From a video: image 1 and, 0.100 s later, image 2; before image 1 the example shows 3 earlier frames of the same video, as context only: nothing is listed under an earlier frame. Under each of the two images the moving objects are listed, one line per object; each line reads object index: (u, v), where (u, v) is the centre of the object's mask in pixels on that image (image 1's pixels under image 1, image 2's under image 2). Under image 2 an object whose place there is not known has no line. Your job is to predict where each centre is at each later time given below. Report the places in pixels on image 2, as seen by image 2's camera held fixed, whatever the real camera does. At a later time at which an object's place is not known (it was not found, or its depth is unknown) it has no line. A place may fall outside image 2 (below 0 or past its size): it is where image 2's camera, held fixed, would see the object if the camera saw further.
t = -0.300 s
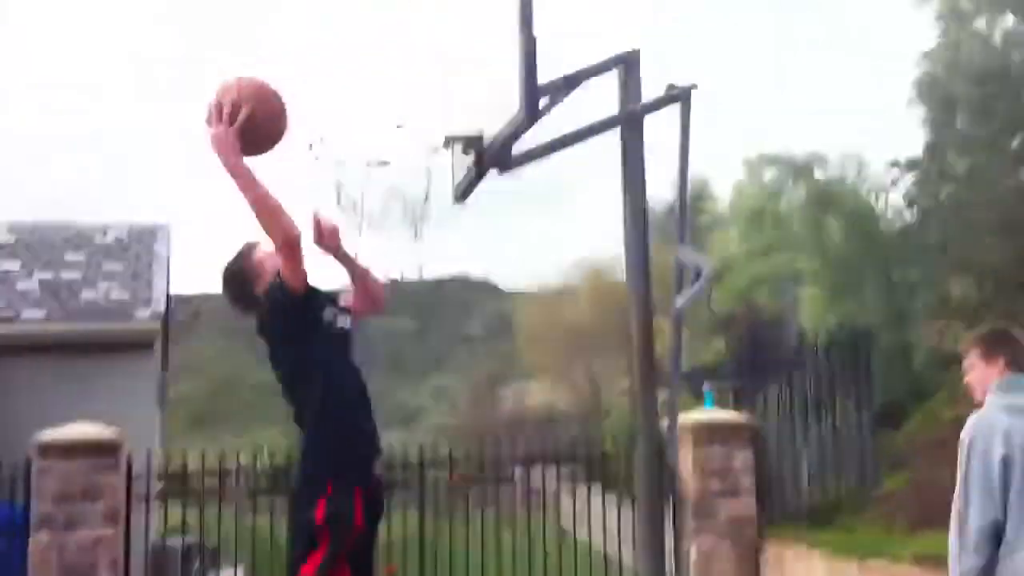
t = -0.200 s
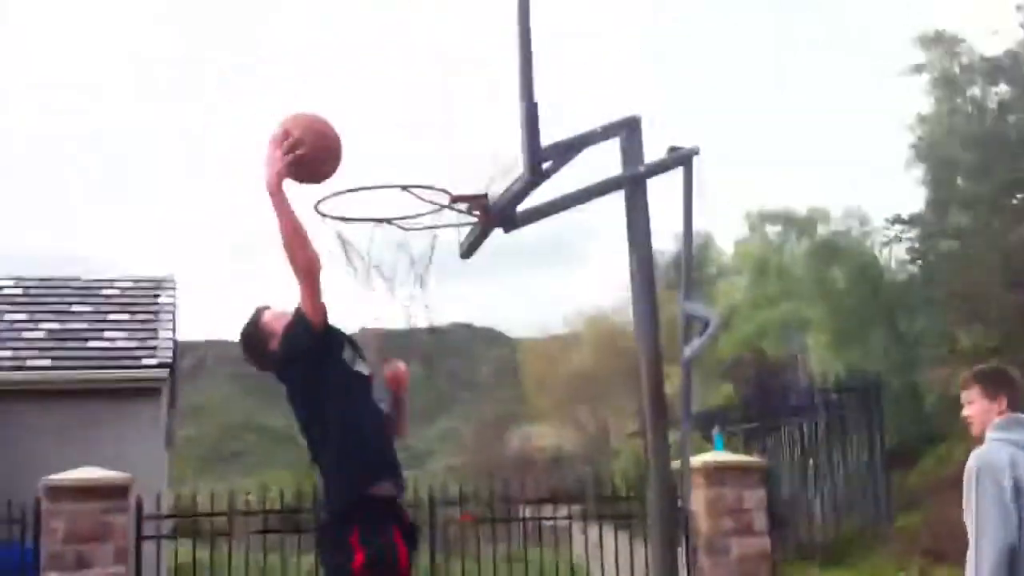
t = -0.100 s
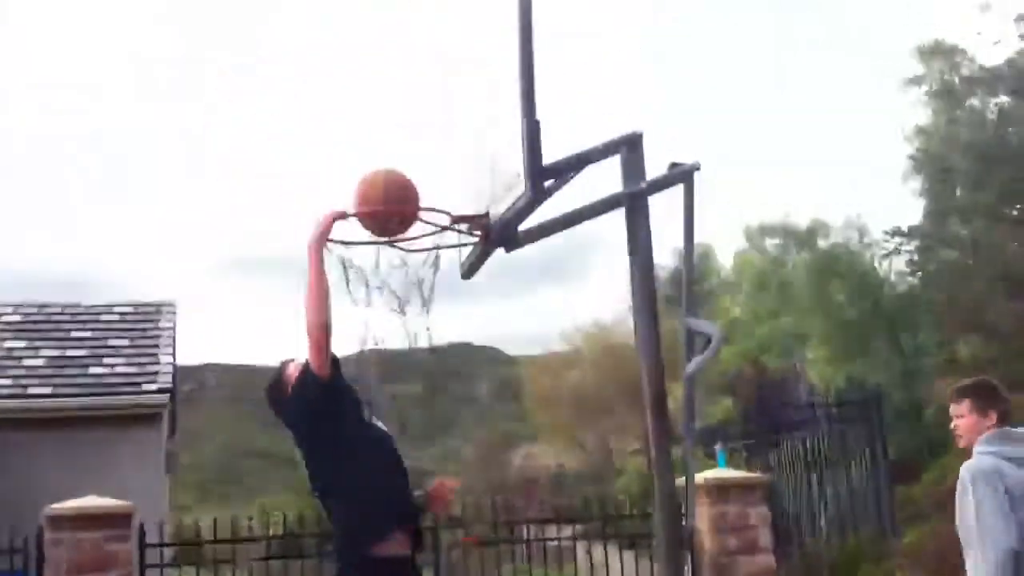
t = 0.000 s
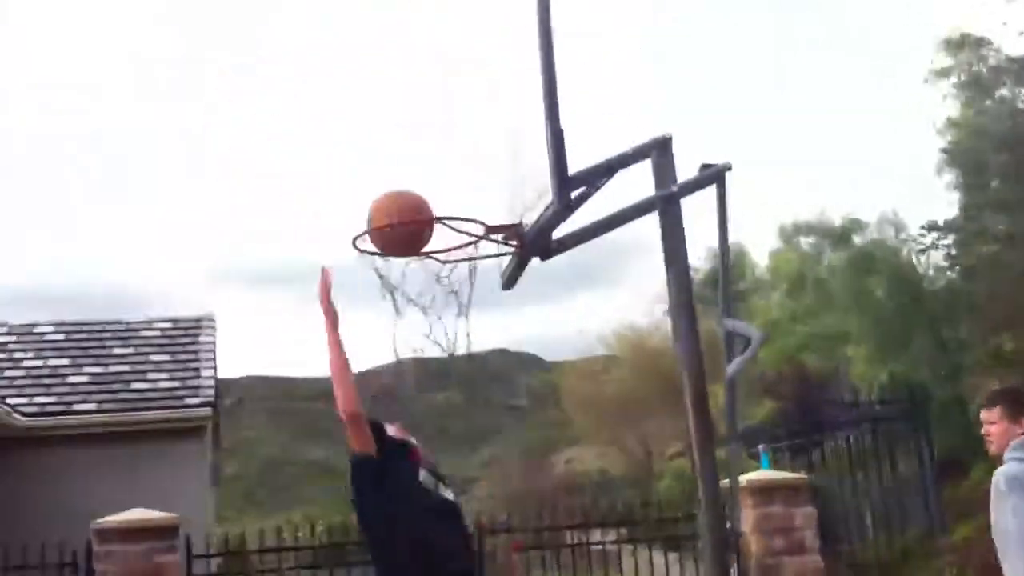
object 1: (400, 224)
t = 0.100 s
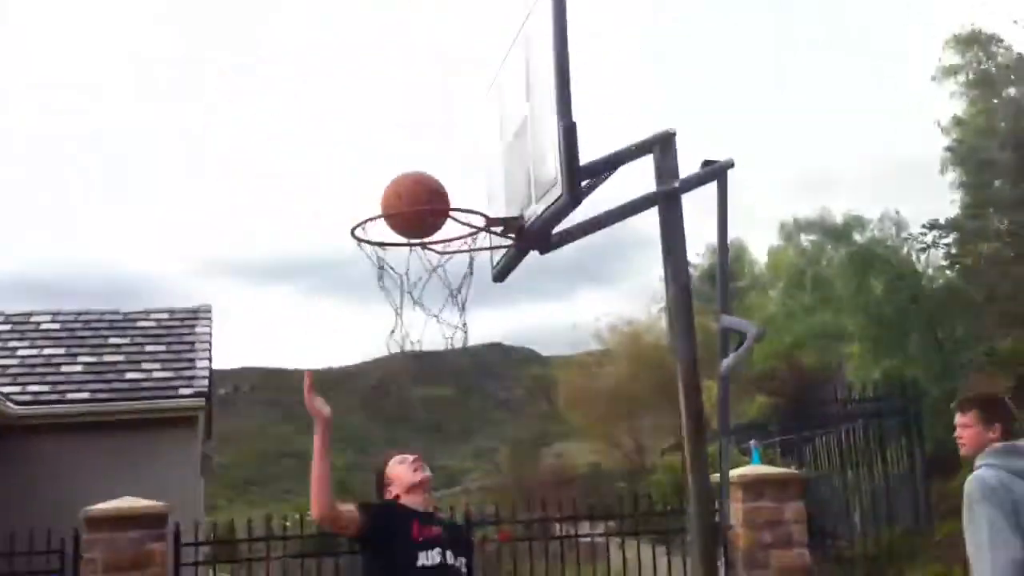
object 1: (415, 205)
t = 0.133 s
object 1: (425, 206)
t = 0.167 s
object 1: (431, 209)
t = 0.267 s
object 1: (429, 236)
